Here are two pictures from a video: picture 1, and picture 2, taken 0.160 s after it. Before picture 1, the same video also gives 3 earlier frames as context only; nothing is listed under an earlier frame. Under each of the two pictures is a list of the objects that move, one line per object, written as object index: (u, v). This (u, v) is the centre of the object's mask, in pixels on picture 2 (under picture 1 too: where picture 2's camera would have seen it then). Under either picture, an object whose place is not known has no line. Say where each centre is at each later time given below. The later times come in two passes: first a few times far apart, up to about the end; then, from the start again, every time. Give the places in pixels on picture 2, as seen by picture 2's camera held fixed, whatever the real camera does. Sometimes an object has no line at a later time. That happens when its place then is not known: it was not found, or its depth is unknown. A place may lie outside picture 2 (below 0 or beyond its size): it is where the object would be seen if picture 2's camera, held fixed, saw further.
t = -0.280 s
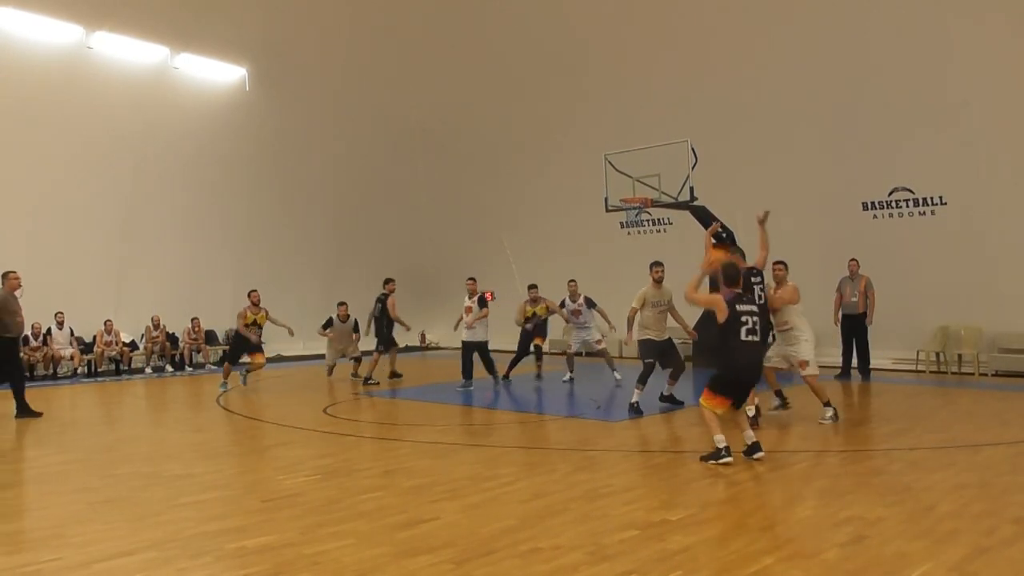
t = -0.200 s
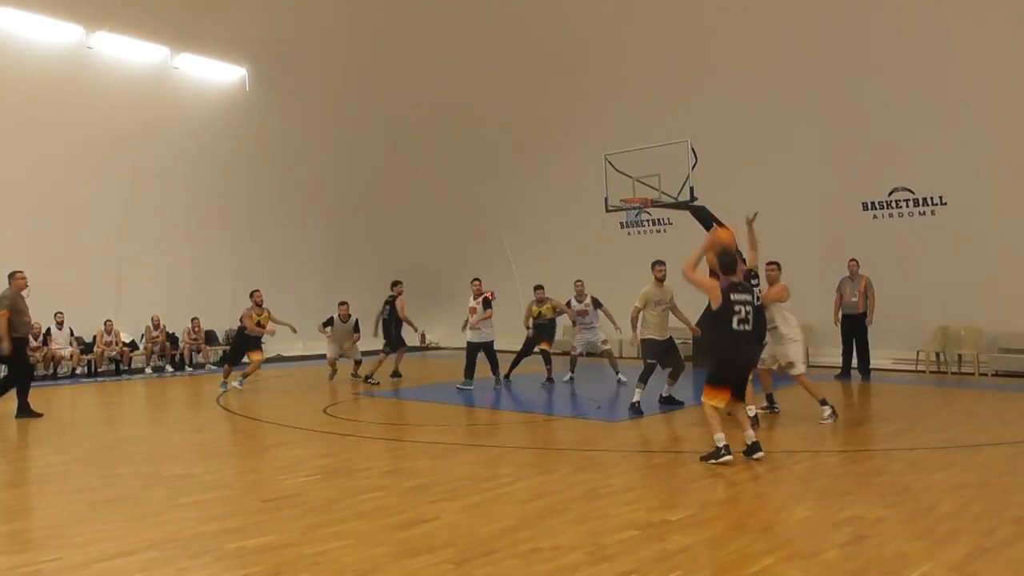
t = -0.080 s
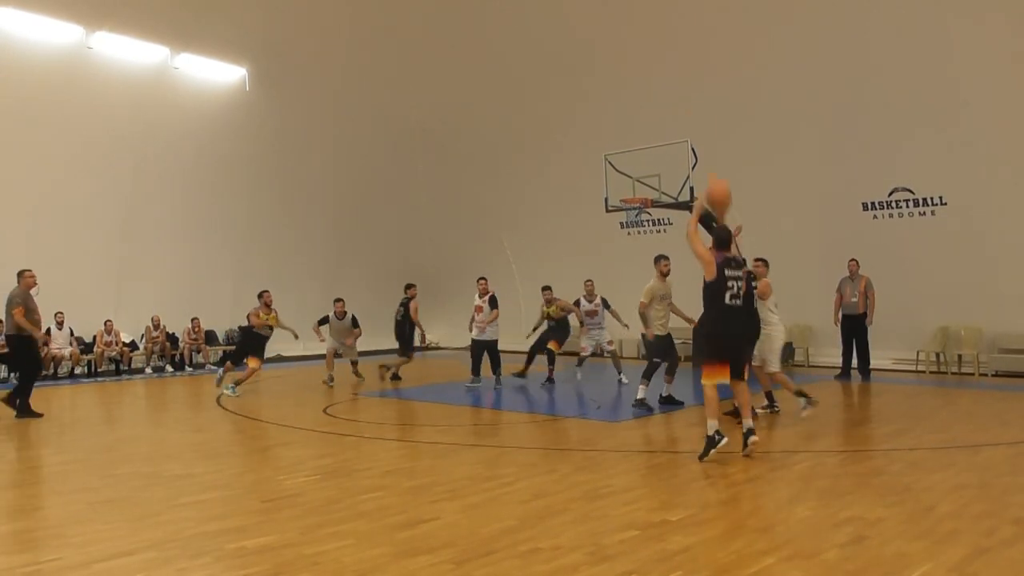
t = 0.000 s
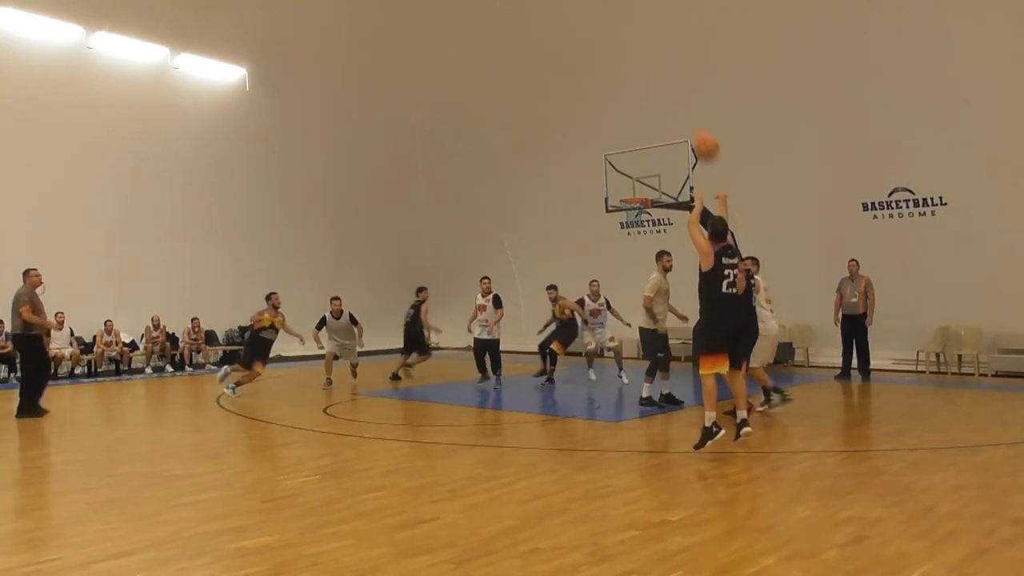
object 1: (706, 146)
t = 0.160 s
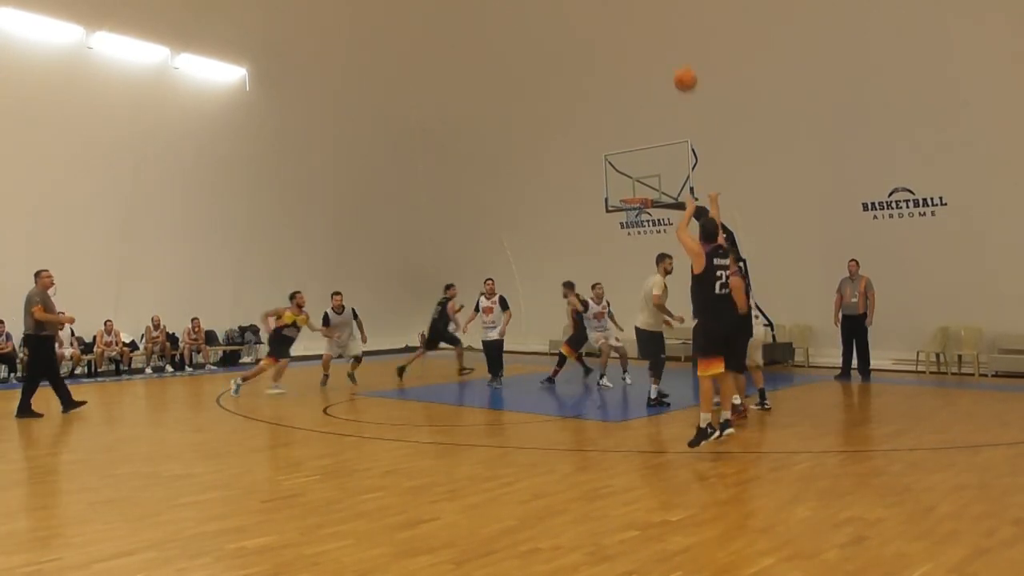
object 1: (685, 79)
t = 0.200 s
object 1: (680, 68)
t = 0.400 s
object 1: (663, 39)
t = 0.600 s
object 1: (650, 44)
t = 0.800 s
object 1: (640, 75)
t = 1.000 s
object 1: (633, 124)
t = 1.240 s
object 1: (631, 192)
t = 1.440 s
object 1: (671, 170)
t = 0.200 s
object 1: (680, 68)
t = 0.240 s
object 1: (677, 59)
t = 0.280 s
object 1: (673, 52)
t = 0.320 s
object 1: (669, 45)
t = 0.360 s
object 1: (666, 42)
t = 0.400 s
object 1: (663, 39)
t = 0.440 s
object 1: (660, 38)
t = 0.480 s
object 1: (658, 37)
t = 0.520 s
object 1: (655, 39)
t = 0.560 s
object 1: (653, 41)
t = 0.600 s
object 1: (650, 44)
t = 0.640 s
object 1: (648, 49)
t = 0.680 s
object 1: (646, 54)
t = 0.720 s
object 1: (644, 60)
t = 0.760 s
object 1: (642, 67)
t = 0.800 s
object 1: (640, 75)
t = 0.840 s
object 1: (639, 84)
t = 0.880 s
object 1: (637, 93)
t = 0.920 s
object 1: (635, 103)
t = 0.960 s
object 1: (634, 113)
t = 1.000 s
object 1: (633, 124)
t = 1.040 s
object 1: (632, 136)
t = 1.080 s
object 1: (631, 148)
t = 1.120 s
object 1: (629, 162)
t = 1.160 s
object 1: (628, 176)
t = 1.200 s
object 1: (627, 188)
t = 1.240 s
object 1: (631, 192)
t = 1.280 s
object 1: (638, 186)
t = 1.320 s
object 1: (646, 181)
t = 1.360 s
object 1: (655, 176)
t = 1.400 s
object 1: (663, 173)
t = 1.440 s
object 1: (671, 170)
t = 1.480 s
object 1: (679, 168)
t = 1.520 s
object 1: (688, 167)
